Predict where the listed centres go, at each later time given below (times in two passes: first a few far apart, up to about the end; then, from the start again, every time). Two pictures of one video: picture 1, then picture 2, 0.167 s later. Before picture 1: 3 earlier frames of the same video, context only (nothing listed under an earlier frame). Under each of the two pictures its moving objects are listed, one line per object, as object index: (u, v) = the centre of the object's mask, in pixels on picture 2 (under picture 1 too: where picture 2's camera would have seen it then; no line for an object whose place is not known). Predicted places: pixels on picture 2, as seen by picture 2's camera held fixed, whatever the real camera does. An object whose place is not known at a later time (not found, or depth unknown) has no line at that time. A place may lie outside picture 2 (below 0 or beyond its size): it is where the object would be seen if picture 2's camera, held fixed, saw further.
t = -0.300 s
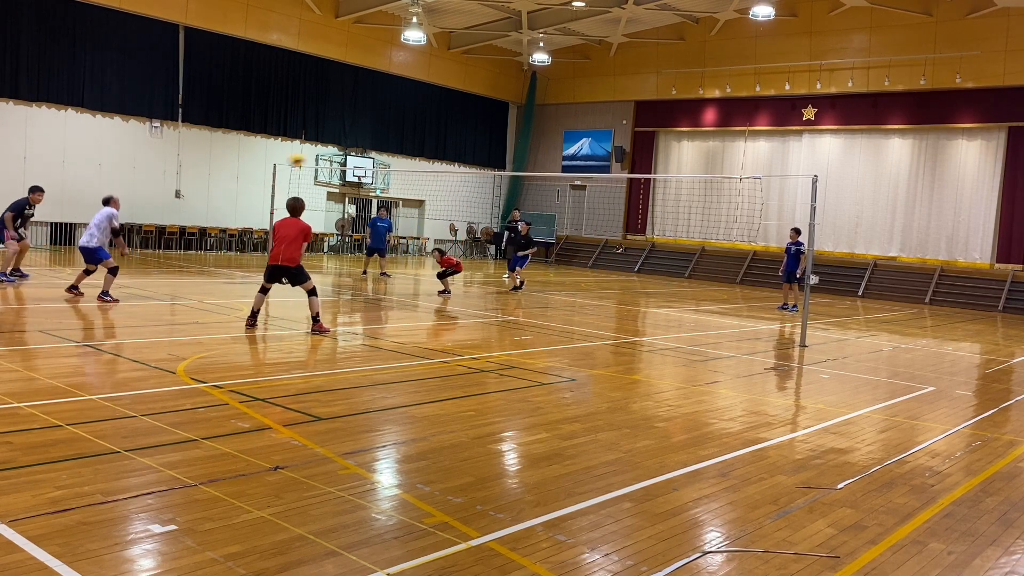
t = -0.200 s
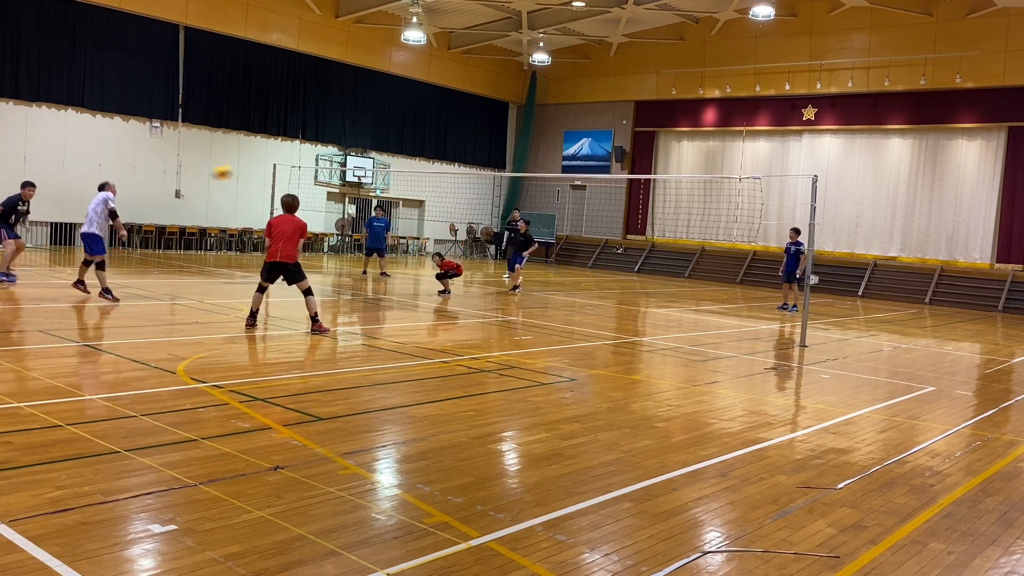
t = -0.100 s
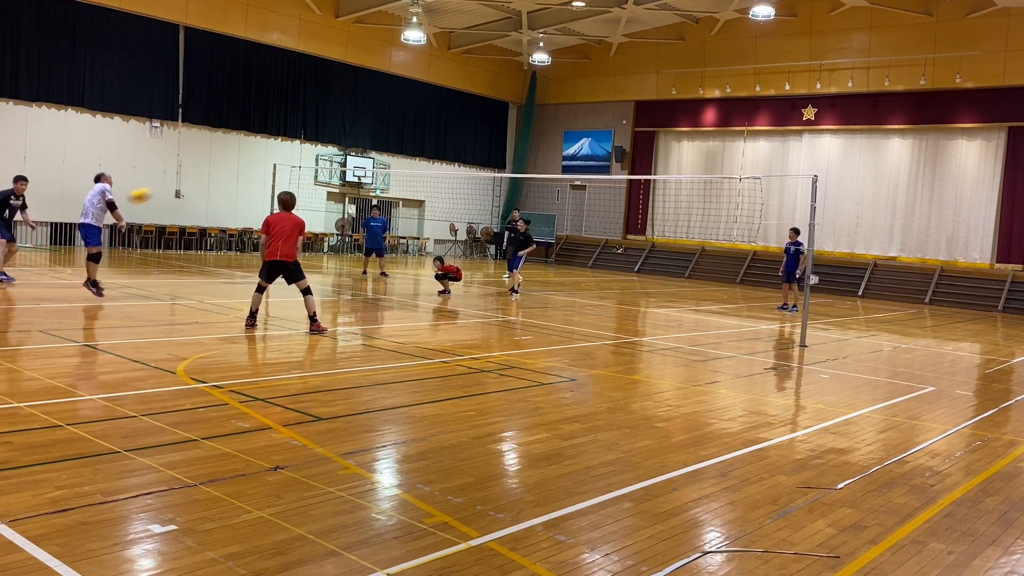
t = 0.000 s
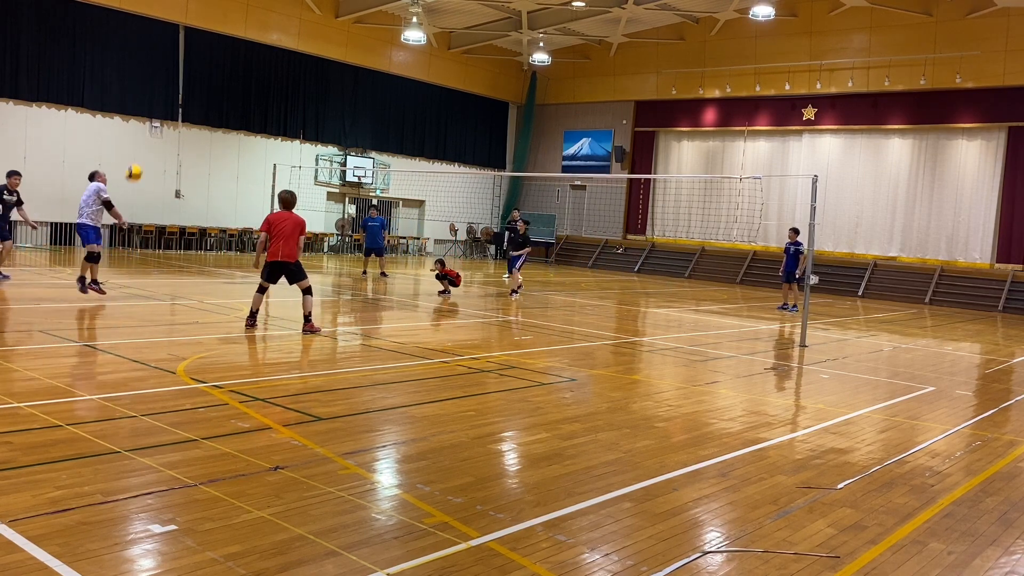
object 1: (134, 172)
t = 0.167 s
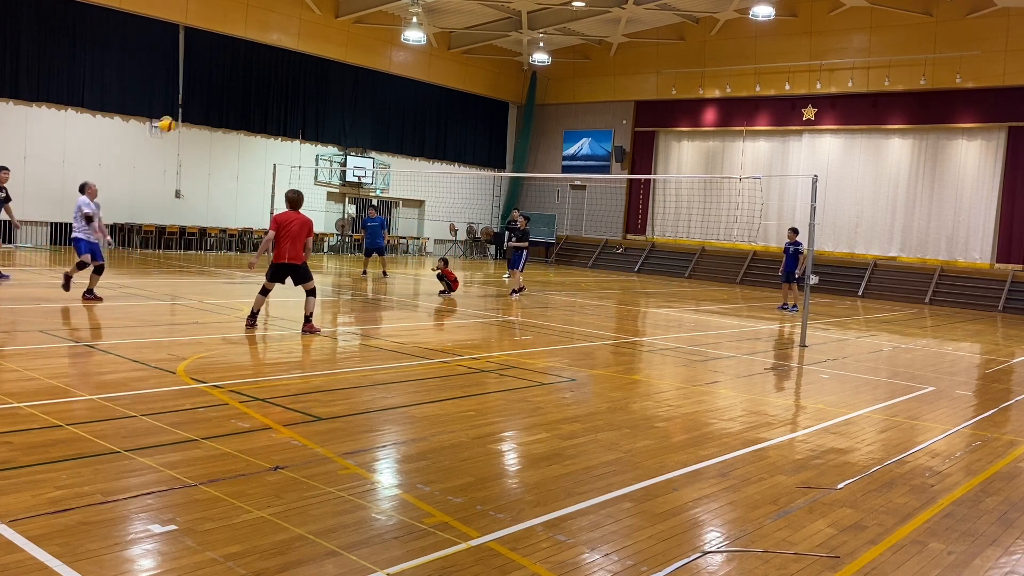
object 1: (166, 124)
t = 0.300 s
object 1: (190, 100)
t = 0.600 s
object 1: (237, 91)
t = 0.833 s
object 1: (269, 122)
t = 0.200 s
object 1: (172, 118)
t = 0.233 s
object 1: (178, 111)
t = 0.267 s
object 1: (184, 105)
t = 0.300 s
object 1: (190, 100)
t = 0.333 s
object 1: (195, 96)
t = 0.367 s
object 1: (201, 93)
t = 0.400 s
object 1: (207, 91)
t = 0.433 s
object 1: (212, 88)
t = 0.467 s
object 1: (217, 88)
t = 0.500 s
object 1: (222, 88)
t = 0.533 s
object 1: (227, 88)
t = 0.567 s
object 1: (232, 89)
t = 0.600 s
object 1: (237, 91)
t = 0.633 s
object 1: (242, 93)
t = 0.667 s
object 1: (247, 97)
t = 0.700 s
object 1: (252, 100)
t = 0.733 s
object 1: (256, 105)
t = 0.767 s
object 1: (261, 110)
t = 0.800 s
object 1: (265, 116)
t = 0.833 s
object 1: (269, 122)
